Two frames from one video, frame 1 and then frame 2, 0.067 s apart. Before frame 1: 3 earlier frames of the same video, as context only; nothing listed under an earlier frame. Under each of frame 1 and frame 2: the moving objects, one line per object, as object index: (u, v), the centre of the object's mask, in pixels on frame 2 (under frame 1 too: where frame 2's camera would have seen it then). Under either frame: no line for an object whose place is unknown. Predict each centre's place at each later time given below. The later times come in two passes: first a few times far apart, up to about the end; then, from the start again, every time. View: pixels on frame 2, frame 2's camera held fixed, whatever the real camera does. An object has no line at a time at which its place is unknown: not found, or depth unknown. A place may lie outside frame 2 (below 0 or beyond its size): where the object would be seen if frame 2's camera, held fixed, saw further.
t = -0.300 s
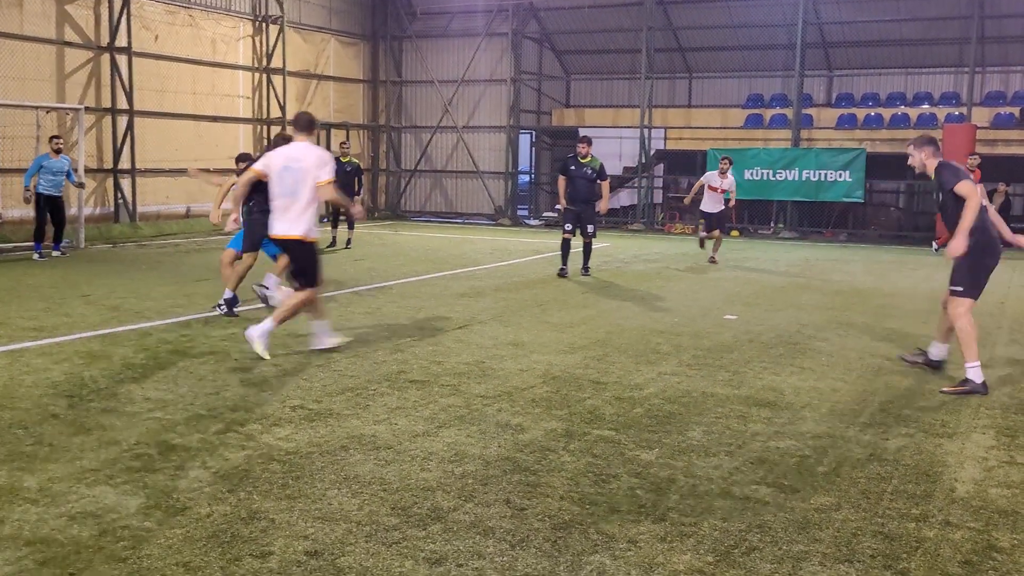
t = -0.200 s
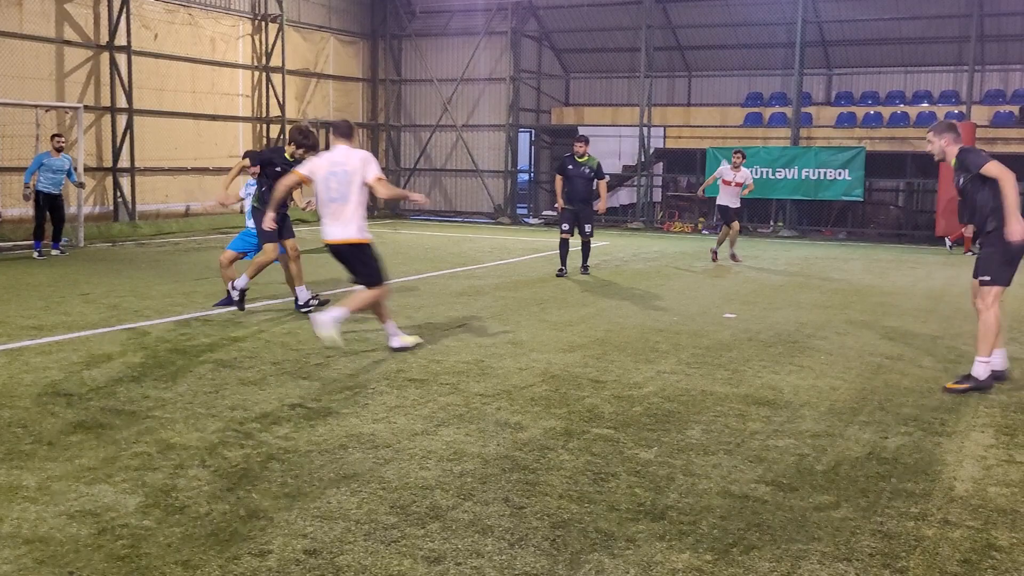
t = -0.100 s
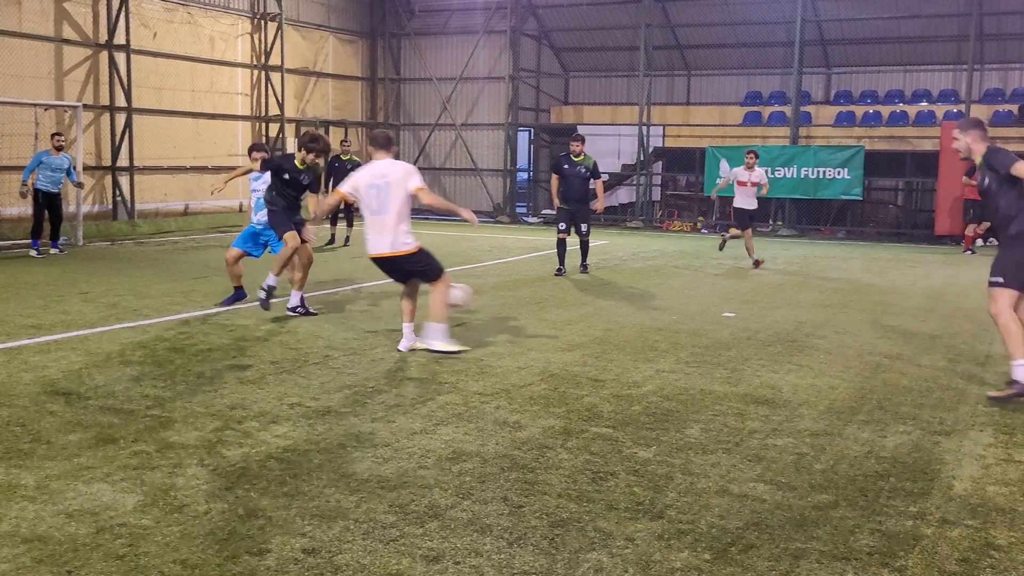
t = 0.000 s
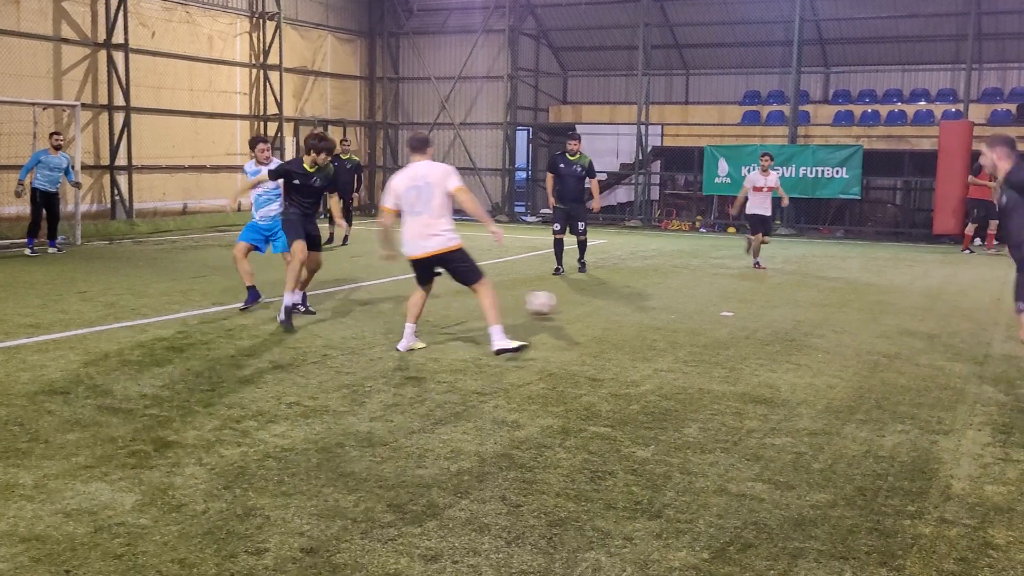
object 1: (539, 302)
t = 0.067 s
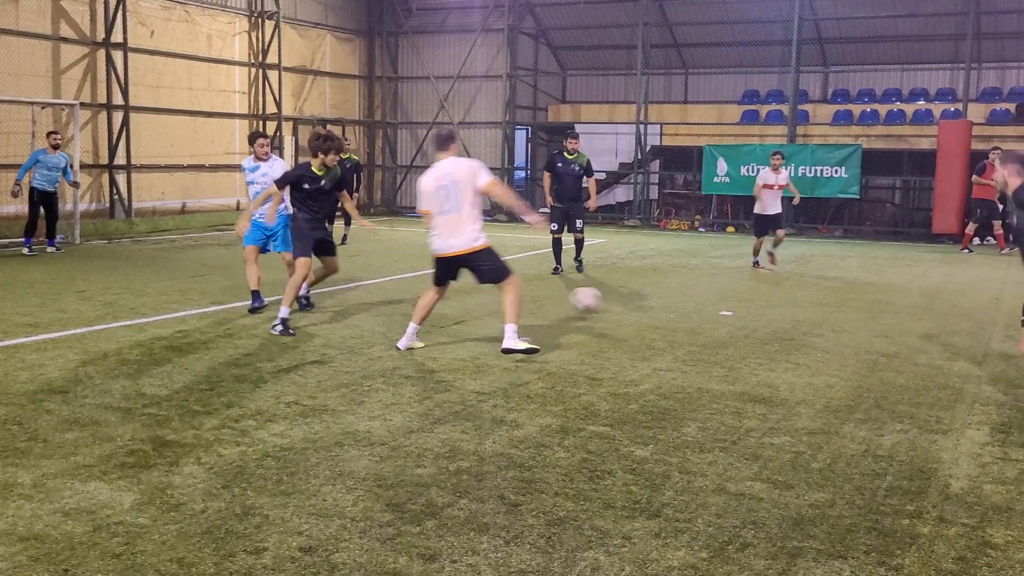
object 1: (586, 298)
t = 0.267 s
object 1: (710, 301)
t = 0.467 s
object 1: (822, 301)
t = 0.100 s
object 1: (608, 299)
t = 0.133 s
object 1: (631, 301)
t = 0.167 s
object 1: (652, 302)
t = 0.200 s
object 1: (673, 303)
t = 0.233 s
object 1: (692, 301)
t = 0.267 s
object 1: (710, 301)
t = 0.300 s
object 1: (729, 301)
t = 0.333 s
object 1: (748, 303)
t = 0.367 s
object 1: (767, 305)
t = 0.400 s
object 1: (785, 303)
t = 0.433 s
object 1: (804, 301)
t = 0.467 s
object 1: (822, 301)
